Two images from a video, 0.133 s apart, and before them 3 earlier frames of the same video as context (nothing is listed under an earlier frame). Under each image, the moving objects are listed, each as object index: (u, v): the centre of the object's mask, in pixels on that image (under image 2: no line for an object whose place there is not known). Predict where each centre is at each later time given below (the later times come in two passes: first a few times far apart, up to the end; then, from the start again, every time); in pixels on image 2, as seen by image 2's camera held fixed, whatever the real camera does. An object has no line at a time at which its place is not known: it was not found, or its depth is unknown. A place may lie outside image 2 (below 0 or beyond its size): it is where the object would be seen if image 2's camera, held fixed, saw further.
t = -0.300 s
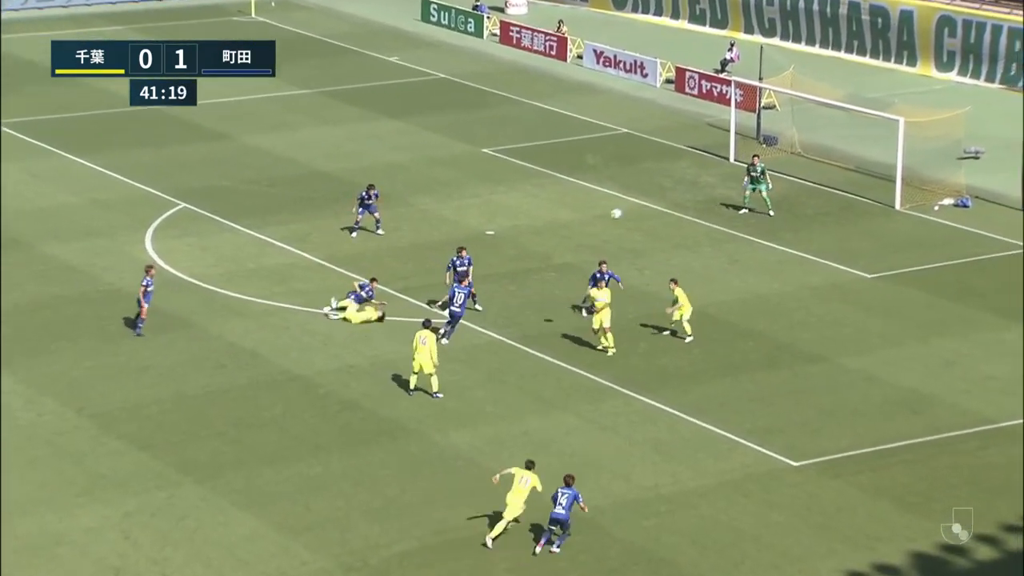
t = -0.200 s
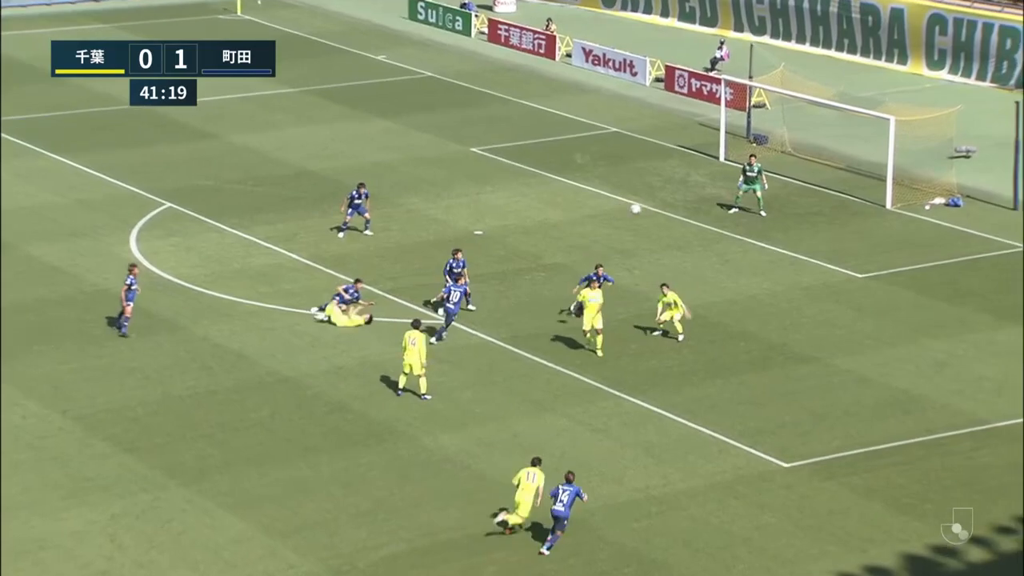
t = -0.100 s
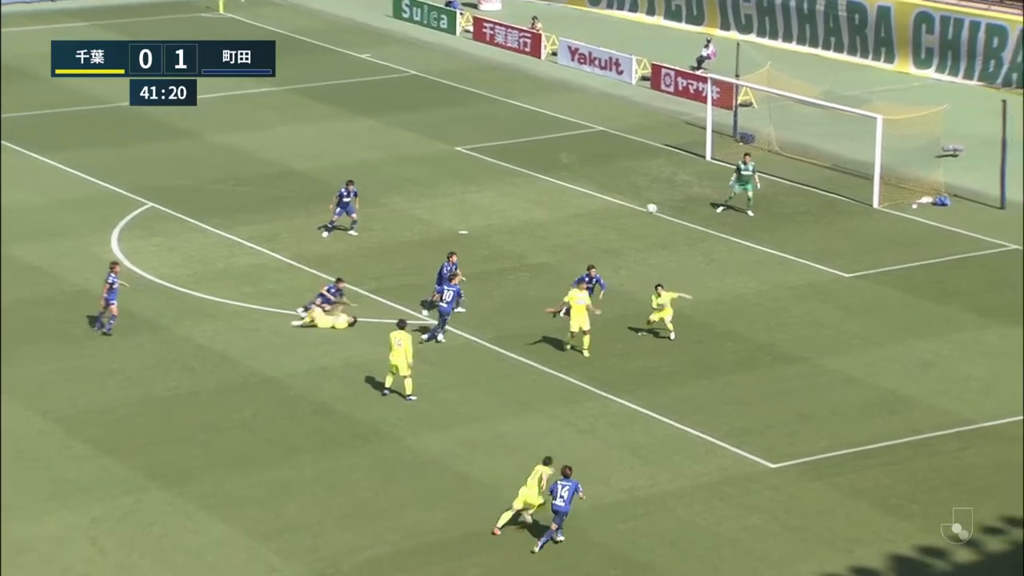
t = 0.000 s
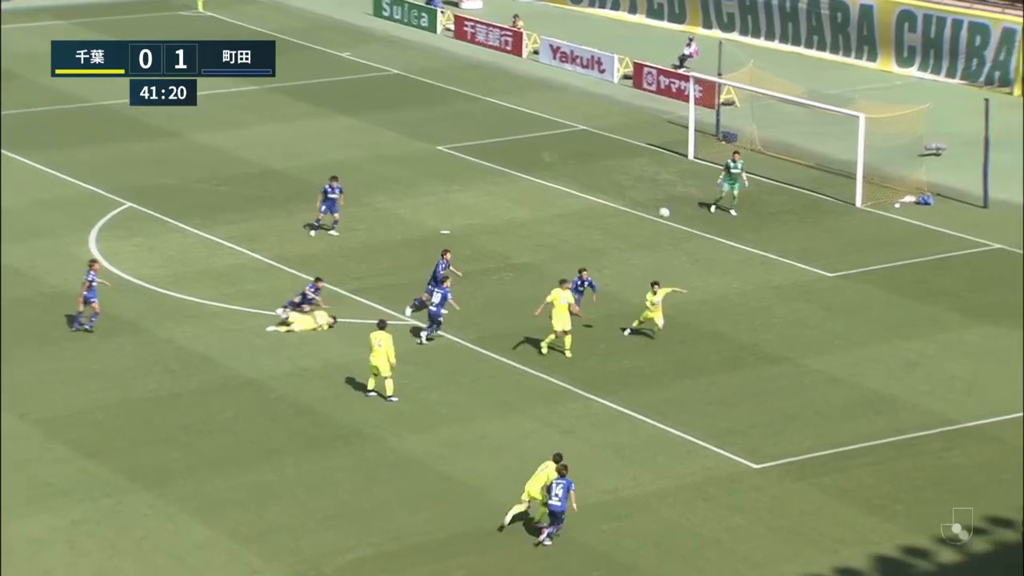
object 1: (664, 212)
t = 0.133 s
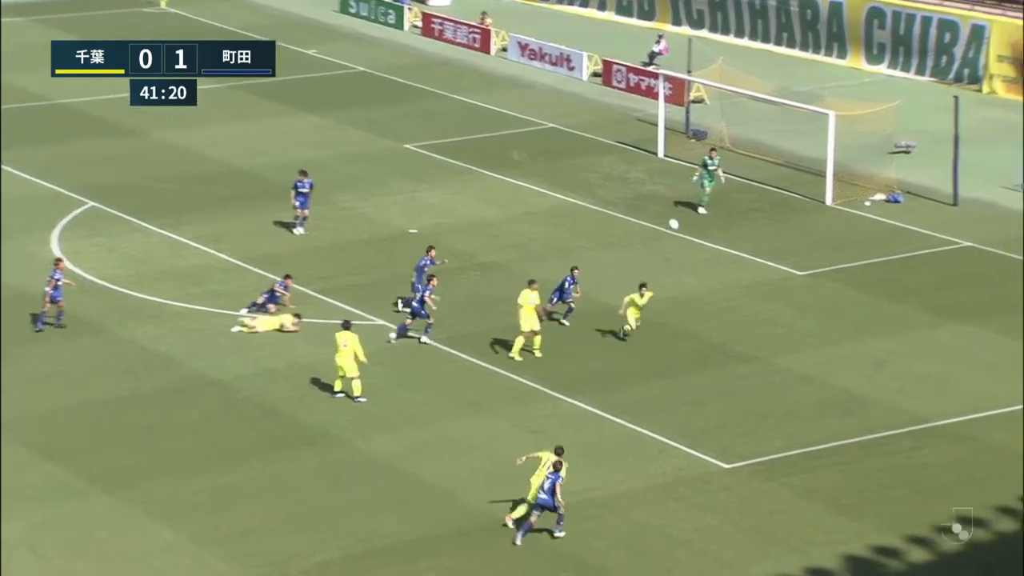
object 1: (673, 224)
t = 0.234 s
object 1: (702, 239)
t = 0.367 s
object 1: (741, 264)
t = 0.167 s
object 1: (683, 228)
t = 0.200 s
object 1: (692, 233)
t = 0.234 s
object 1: (702, 239)
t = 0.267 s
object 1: (712, 243)
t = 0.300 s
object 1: (721, 250)
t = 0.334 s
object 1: (732, 258)
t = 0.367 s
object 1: (741, 264)
